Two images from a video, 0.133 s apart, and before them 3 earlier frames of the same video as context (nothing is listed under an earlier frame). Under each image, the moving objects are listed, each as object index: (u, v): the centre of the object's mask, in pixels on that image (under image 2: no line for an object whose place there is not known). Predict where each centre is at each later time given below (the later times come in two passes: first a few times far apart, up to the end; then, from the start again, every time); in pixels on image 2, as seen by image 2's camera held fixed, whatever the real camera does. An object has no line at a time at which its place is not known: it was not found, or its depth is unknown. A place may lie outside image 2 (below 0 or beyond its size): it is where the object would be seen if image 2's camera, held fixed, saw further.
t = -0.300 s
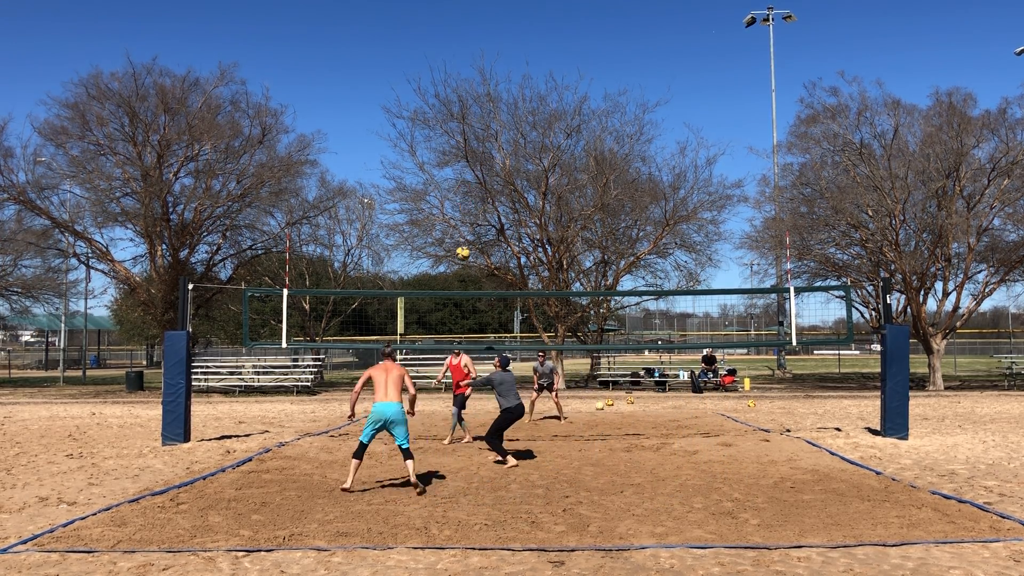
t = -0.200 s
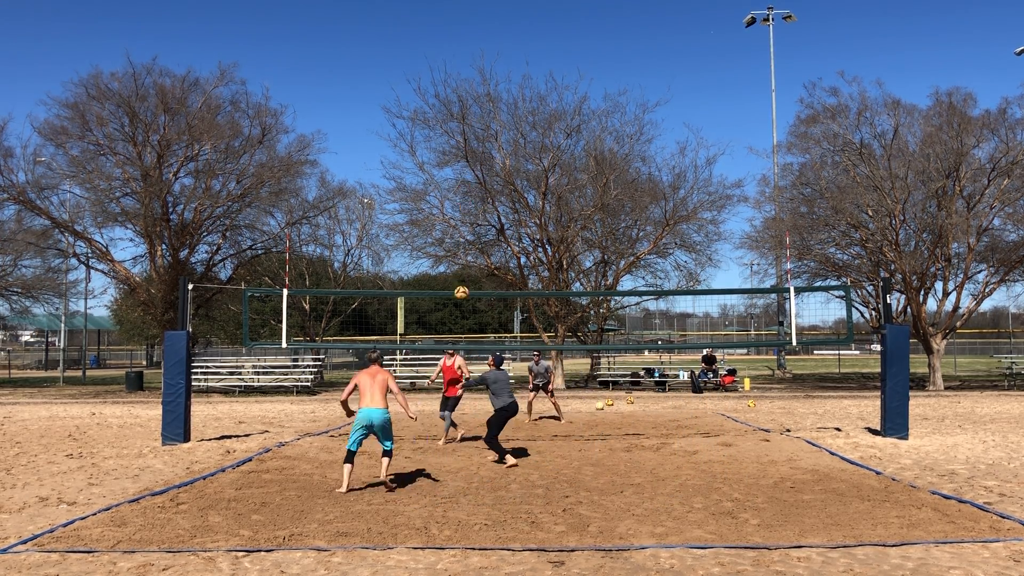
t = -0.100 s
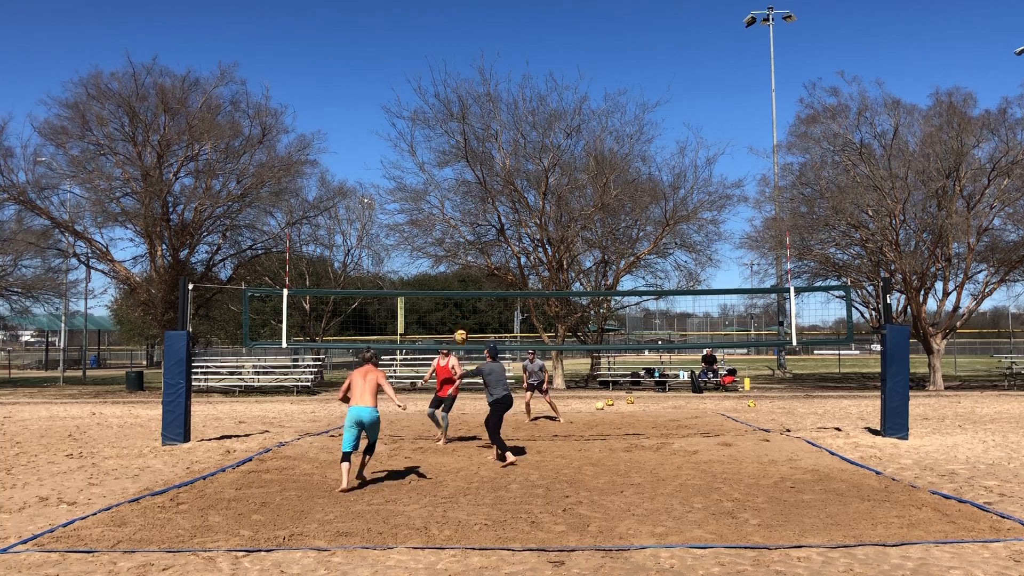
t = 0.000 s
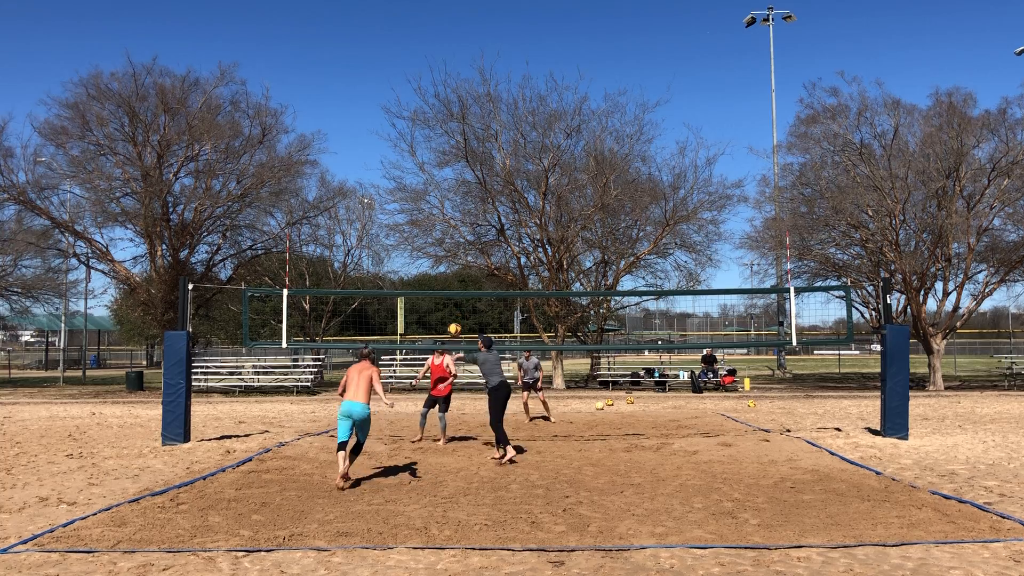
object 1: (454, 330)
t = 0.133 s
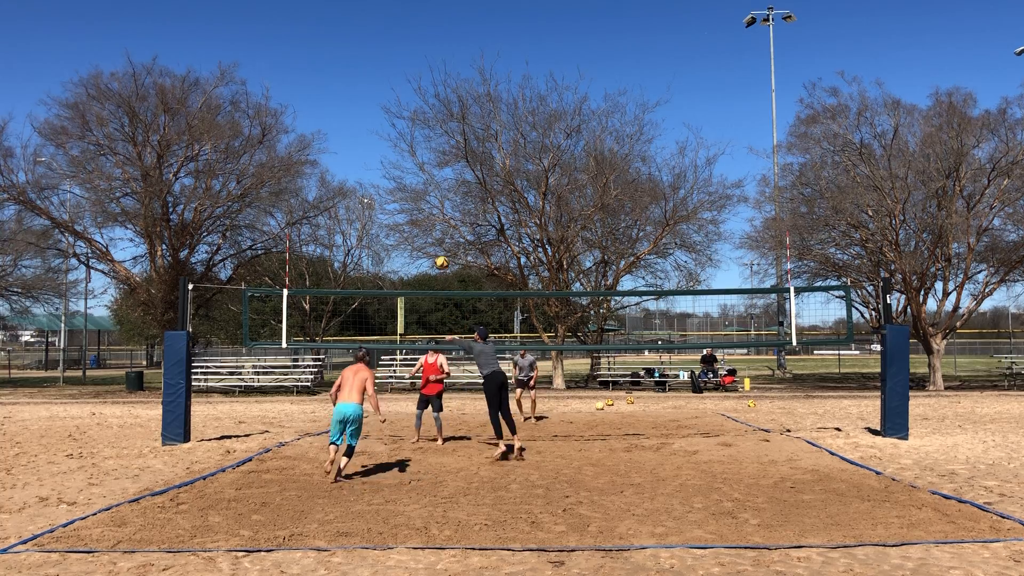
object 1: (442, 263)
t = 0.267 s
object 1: (428, 207)
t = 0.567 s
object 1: (399, 127)
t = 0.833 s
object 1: (373, 104)
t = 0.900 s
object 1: (367, 106)
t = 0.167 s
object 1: (438, 249)
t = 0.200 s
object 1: (435, 234)
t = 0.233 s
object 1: (432, 220)
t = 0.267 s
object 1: (428, 207)
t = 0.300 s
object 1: (425, 196)
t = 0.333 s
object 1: (422, 185)
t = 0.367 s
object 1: (419, 174)
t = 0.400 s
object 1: (416, 164)
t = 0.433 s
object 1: (412, 156)
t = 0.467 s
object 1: (409, 147)
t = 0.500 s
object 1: (405, 140)
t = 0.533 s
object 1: (402, 133)
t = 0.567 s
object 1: (399, 127)
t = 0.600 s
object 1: (396, 122)
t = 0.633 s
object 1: (392, 117)
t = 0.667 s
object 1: (389, 113)
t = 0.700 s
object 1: (386, 110)
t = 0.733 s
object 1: (383, 107)
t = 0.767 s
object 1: (380, 106)
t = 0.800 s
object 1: (377, 105)
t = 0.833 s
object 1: (373, 104)
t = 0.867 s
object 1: (370, 104)
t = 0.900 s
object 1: (367, 106)
